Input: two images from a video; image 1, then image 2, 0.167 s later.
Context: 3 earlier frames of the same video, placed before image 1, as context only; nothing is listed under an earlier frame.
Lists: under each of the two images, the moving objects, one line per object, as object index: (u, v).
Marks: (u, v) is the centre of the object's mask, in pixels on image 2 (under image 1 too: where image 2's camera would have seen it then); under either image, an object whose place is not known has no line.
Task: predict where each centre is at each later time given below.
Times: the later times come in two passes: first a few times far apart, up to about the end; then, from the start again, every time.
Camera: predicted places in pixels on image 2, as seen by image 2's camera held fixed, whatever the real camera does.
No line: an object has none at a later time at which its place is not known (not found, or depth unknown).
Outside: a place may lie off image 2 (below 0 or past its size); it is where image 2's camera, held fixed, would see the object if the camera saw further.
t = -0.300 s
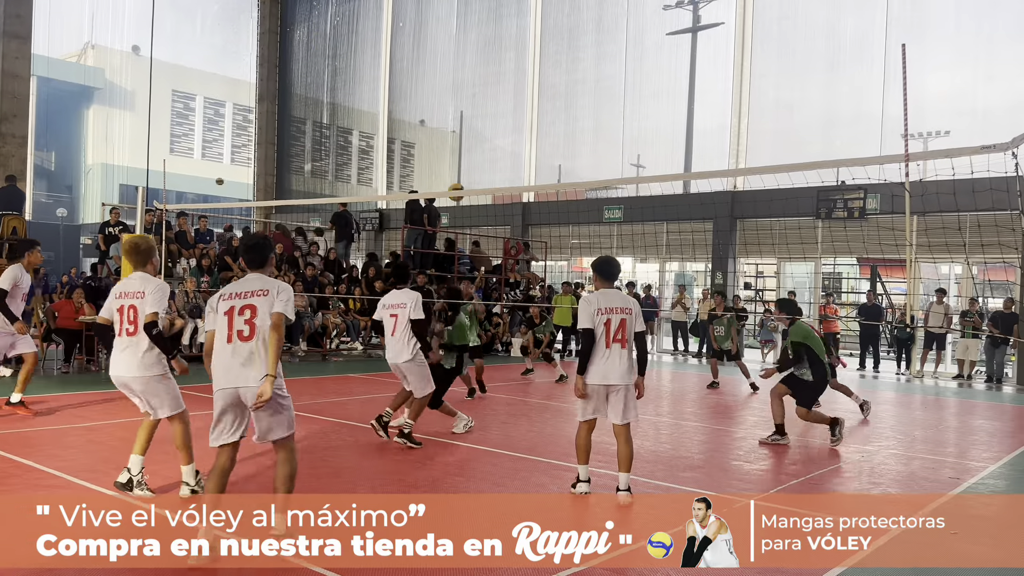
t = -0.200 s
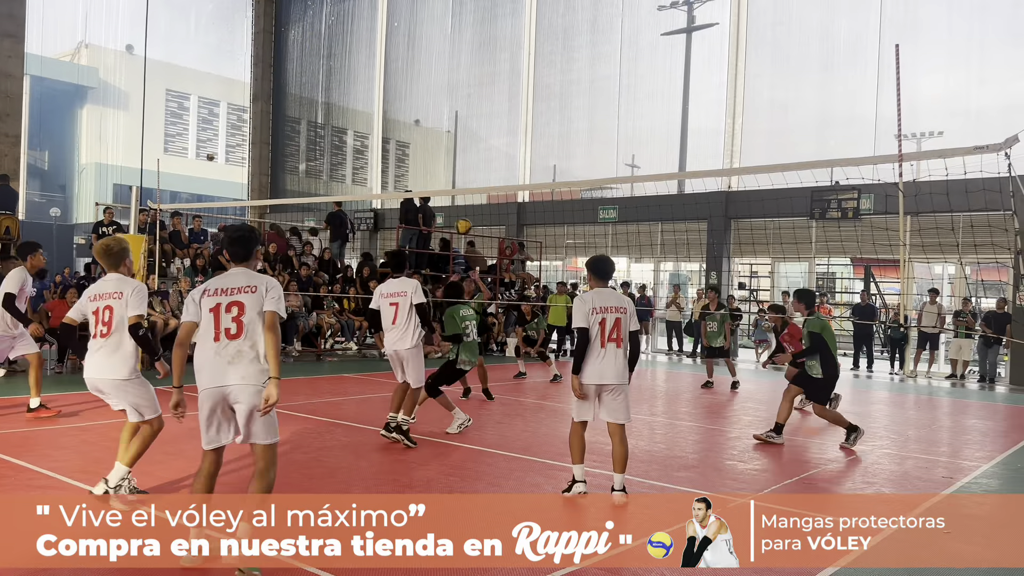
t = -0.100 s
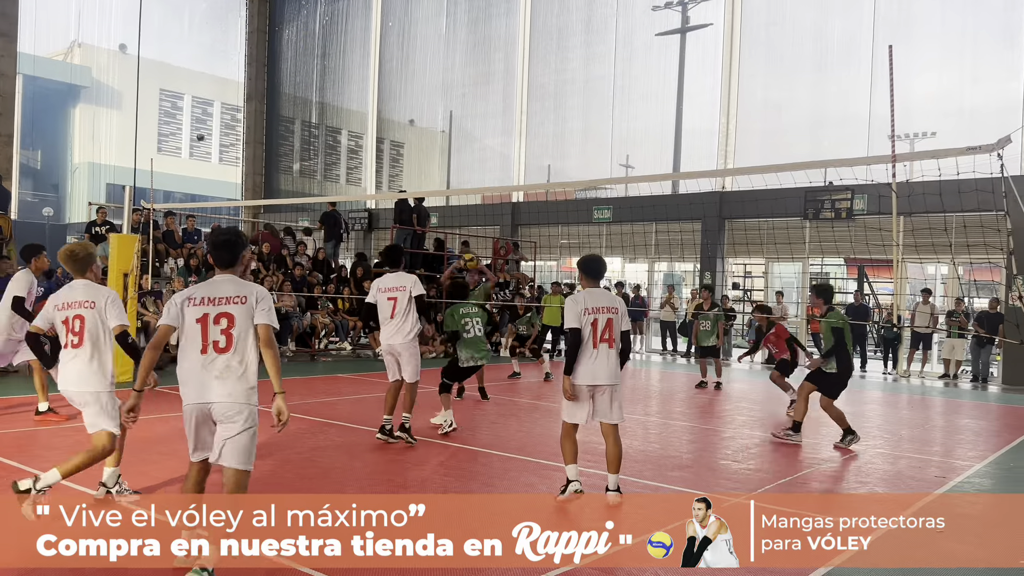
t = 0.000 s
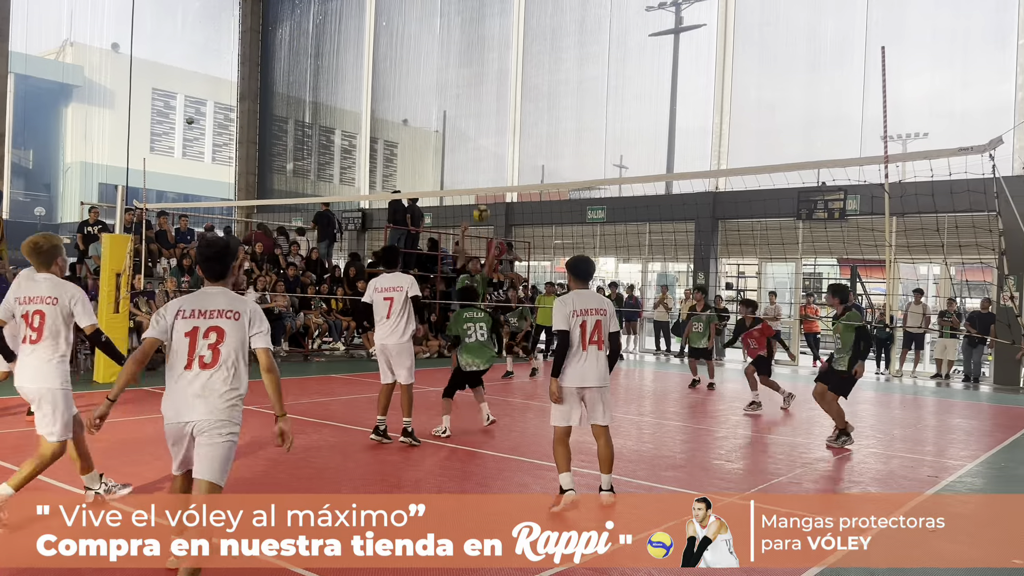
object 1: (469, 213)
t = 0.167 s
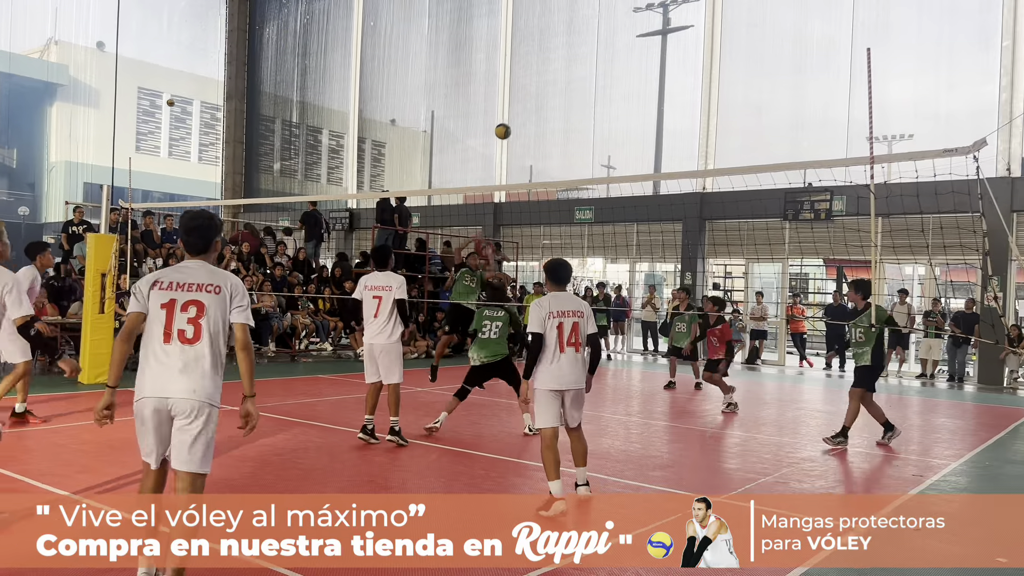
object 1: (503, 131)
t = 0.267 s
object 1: (522, 93)
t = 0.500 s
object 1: (566, 36)
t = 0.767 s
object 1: (611, 23)
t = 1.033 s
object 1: (654, 66)
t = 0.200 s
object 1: (509, 118)
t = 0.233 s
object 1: (516, 105)
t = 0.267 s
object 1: (522, 93)
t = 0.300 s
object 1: (528, 82)
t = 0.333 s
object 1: (535, 72)
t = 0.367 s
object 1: (541, 63)
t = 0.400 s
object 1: (547, 55)
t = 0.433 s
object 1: (553, 48)
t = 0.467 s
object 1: (559, 42)
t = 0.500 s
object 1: (566, 36)
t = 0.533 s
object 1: (571, 31)
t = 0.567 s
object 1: (577, 27)
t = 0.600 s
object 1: (583, 24)
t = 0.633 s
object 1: (589, 22)
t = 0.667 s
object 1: (594, 21)
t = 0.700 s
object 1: (600, 21)
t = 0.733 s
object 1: (606, 22)
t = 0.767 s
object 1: (611, 23)
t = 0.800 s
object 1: (617, 25)
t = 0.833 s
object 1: (622, 29)
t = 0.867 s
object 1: (628, 33)
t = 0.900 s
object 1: (633, 37)
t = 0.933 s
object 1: (639, 43)
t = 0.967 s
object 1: (644, 50)
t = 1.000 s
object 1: (649, 57)
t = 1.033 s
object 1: (654, 66)
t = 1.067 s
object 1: (659, 75)
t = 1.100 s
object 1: (664, 85)
